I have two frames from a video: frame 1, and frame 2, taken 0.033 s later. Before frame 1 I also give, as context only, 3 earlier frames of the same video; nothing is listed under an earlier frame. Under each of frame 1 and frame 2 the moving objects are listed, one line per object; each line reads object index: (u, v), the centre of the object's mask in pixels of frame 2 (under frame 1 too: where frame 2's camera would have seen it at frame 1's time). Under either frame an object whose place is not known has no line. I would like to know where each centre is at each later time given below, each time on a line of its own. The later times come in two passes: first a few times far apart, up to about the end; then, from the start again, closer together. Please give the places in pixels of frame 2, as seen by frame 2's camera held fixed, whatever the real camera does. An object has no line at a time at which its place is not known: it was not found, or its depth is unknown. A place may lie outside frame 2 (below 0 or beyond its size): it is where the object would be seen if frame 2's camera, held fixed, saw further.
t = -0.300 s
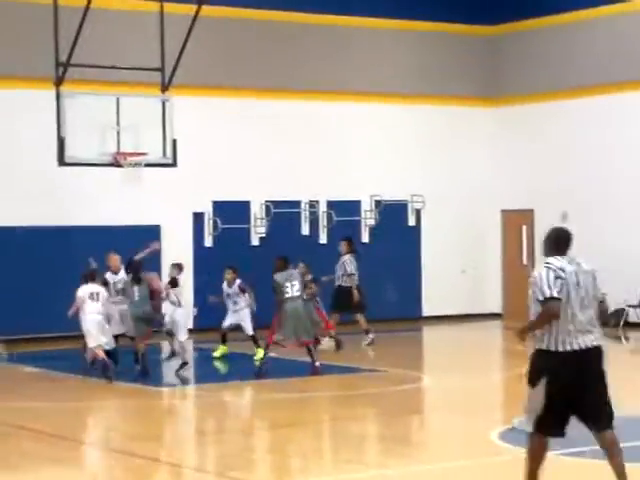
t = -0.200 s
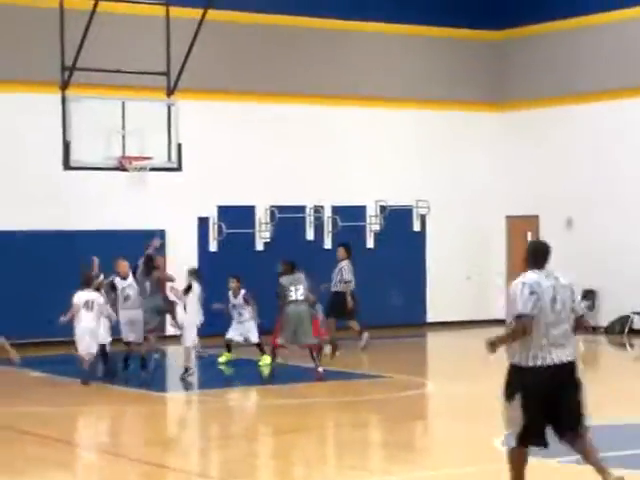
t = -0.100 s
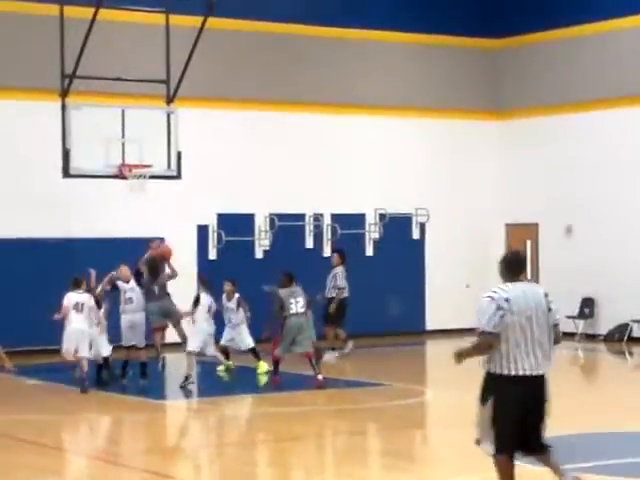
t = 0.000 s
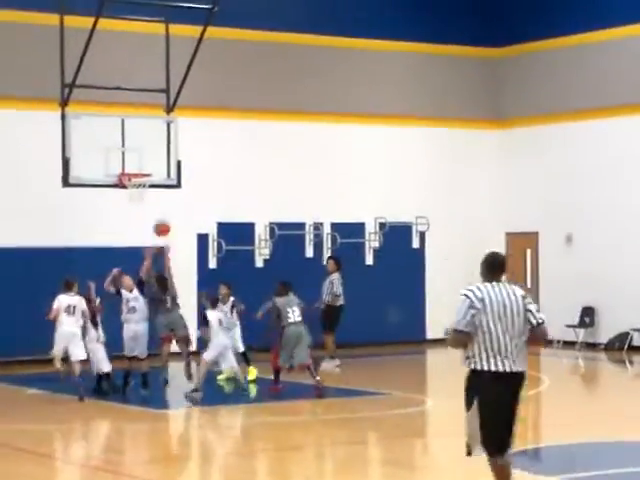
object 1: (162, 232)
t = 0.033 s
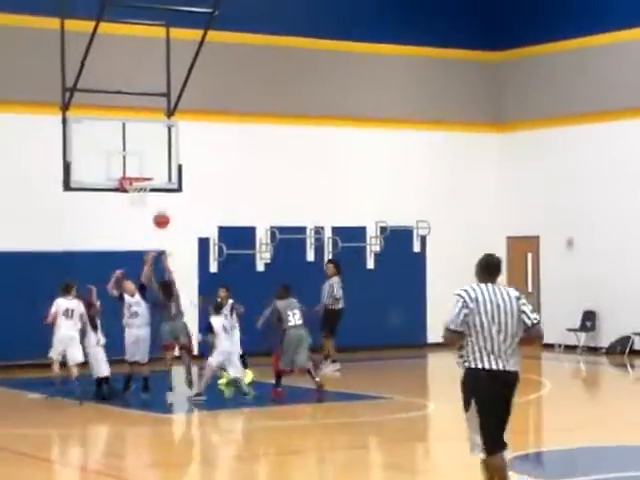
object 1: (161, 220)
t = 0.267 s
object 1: (150, 160)
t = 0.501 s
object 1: (139, 139)
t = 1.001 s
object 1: (137, 162)
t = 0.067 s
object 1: (159, 209)
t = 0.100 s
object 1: (158, 198)
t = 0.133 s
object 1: (156, 189)
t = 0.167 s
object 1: (155, 181)
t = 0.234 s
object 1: (152, 166)
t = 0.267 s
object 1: (150, 160)
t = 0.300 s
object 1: (149, 154)
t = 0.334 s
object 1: (147, 149)
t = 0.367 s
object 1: (145, 146)
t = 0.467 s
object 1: (141, 140)
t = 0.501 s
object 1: (139, 139)
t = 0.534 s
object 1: (138, 139)
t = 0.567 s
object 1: (137, 140)
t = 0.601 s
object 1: (135, 142)
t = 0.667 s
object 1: (132, 147)
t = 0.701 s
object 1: (131, 151)
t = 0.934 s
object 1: (133, 163)
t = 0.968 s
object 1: (135, 162)
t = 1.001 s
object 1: (137, 162)
